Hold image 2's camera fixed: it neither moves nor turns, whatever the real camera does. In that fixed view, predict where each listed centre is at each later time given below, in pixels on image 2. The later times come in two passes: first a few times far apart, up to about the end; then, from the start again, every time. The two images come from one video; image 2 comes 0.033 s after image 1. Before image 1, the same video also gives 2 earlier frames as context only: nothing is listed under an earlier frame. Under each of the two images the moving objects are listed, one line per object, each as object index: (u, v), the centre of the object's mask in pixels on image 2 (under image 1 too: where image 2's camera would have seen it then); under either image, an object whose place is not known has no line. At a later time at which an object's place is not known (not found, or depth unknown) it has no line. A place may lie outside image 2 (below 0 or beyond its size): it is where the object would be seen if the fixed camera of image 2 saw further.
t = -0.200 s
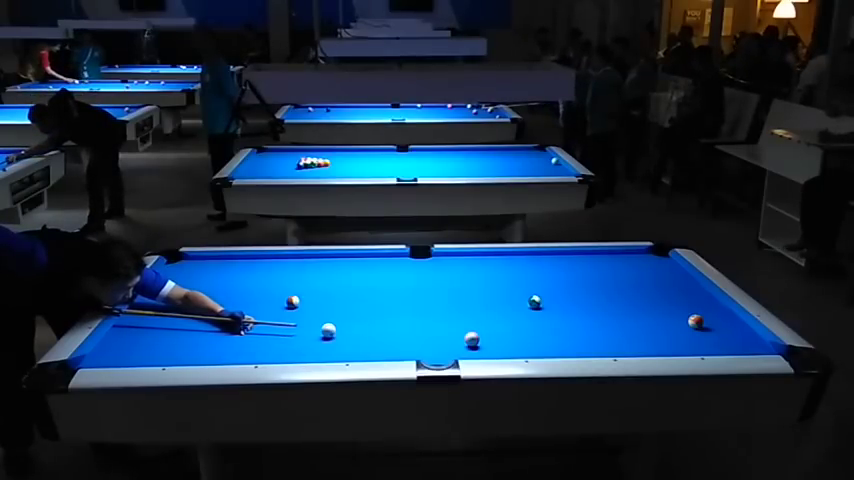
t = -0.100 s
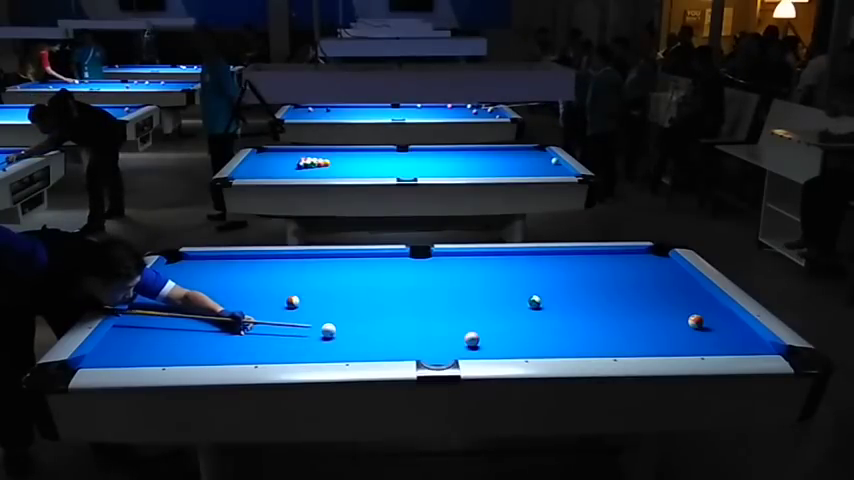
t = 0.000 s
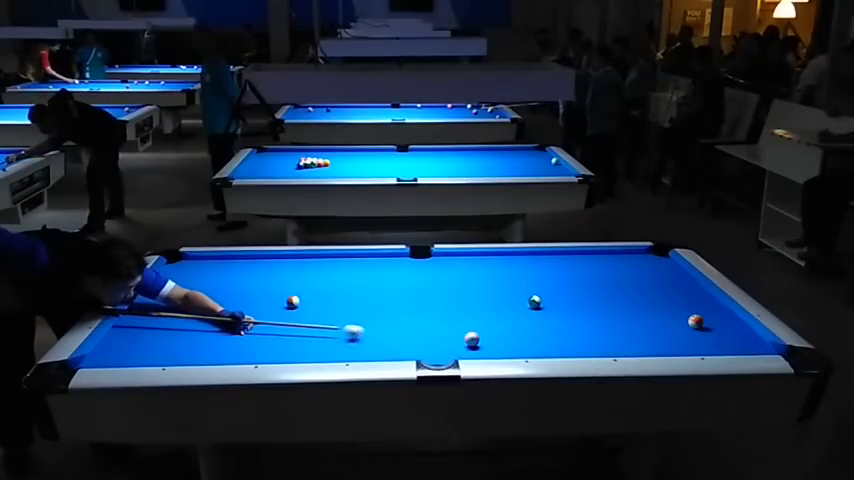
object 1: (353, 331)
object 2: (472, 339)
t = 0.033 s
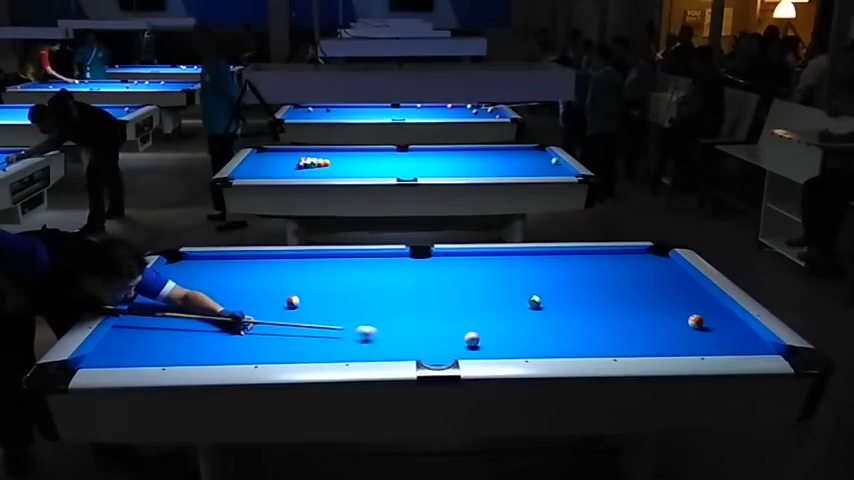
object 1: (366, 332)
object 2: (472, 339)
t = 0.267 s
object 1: (451, 337)
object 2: (472, 339)
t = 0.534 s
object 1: (476, 343)
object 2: (549, 341)
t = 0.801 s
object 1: (502, 347)
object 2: (614, 343)
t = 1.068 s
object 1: (526, 349)
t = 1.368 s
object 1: (553, 348)
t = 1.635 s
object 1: (574, 347)
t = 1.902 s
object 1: (593, 345)
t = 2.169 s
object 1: (611, 342)
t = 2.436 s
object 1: (627, 340)
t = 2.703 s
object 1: (641, 338)
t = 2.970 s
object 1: (653, 336)
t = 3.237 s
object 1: (664, 335)
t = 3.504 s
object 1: (674, 334)
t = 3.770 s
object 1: (682, 332)
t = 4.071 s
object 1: (689, 332)
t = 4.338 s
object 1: (695, 331)
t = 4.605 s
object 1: (699, 330)
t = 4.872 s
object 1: (701, 330)
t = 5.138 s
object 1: (702, 329)
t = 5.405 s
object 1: (702, 330)
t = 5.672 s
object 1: (701, 329)
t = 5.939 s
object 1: (701, 329)
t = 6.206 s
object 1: (701, 329)
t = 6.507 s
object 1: (701, 329)
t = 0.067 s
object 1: (378, 333)
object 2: (472, 339)
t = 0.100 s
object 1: (389, 333)
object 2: (472, 339)
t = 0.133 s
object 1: (402, 334)
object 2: (472, 339)
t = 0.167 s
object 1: (414, 335)
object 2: (472, 339)
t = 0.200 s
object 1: (427, 336)
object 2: (472, 339)
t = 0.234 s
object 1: (439, 337)
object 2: (472, 339)
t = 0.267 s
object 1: (451, 337)
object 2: (472, 339)
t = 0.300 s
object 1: (457, 339)
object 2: (478, 339)
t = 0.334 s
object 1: (458, 340)
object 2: (489, 339)
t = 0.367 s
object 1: (460, 340)
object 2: (500, 339)
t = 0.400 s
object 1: (463, 341)
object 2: (510, 340)
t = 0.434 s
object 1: (466, 341)
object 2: (521, 340)
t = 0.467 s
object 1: (470, 342)
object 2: (530, 340)
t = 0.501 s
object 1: (473, 342)
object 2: (539, 341)
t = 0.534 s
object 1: (476, 343)
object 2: (549, 341)
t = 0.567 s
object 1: (479, 344)
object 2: (557, 341)
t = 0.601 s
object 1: (483, 344)
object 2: (565, 342)
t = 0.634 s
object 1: (486, 345)
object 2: (573, 342)
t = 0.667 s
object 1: (489, 345)
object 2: (582, 342)
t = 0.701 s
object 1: (492, 345)
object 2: (590, 342)
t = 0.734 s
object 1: (495, 346)
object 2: (598, 343)
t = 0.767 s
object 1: (499, 346)
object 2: (606, 343)
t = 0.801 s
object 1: (502, 347)
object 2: (614, 343)
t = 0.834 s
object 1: (505, 347)
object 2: (623, 343)
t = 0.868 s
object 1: (508, 347)
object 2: (630, 343)
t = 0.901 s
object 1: (511, 347)
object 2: (639, 343)
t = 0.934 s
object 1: (514, 348)
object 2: (647, 343)
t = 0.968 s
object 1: (518, 348)
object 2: (655, 344)
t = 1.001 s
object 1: (521, 348)
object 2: (663, 344)
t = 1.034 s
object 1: (524, 349)
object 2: (671, 344)
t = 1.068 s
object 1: (526, 349)
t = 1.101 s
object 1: (530, 349)
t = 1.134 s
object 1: (533, 350)
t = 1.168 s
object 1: (536, 350)
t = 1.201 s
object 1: (539, 350)
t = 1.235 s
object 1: (542, 349)
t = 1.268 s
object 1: (544, 349)
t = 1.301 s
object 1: (547, 349)
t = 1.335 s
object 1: (550, 349)
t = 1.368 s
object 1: (553, 348)
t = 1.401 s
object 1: (556, 348)
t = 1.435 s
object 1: (558, 348)
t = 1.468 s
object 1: (561, 348)
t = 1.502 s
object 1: (564, 347)
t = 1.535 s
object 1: (566, 347)
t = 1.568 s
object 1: (569, 347)
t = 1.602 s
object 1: (572, 347)
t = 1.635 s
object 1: (574, 347)
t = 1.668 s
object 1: (577, 347)
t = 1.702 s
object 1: (579, 346)
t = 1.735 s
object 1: (581, 346)
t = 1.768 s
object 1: (584, 346)
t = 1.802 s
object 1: (587, 345)
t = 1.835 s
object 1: (589, 345)
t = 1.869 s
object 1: (591, 345)
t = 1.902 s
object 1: (593, 345)
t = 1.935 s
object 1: (596, 345)
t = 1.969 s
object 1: (598, 344)
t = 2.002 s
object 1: (600, 344)
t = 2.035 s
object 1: (602, 344)
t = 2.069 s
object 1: (604, 343)
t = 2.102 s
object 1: (607, 343)
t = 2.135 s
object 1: (609, 343)
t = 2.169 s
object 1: (611, 342)
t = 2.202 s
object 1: (613, 342)
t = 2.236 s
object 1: (615, 342)
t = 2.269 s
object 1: (617, 341)
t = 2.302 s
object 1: (619, 341)
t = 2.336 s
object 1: (621, 341)
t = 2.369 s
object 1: (623, 340)
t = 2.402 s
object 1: (625, 340)
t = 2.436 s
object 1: (627, 340)
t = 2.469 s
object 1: (629, 339)
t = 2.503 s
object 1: (630, 339)
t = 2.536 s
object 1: (632, 339)
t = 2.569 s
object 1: (634, 339)
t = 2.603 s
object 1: (635, 338)
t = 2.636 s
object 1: (637, 338)
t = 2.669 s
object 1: (639, 338)
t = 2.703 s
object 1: (641, 338)
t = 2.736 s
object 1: (642, 338)
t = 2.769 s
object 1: (644, 337)
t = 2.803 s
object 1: (645, 337)
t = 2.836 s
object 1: (647, 337)
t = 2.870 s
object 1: (648, 337)
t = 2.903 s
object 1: (650, 337)
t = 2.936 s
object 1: (651, 336)
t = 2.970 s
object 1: (653, 336)
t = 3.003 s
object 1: (654, 336)
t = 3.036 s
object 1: (656, 336)
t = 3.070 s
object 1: (657, 336)
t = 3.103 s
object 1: (659, 335)
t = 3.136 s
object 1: (660, 335)
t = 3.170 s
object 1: (661, 335)
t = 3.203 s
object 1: (663, 335)
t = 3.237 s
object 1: (664, 335)
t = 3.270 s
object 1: (665, 334)
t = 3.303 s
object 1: (666, 334)
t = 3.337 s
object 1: (668, 334)
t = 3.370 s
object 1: (669, 334)
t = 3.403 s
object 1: (670, 334)
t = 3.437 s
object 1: (671, 334)
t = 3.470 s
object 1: (673, 334)
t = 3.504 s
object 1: (674, 334)
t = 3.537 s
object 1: (675, 333)
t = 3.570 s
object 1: (676, 333)
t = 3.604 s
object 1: (677, 333)
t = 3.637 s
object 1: (678, 333)
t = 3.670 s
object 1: (679, 333)
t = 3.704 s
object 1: (680, 332)
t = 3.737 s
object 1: (681, 333)
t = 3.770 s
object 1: (682, 332)
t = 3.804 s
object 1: (682, 332)
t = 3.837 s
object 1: (683, 332)
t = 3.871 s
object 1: (684, 332)
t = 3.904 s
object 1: (685, 332)
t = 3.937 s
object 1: (686, 332)
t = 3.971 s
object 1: (687, 332)
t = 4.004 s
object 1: (687, 332)
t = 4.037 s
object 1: (688, 332)
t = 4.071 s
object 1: (689, 332)
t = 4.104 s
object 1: (690, 331)
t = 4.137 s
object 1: (691, 331)
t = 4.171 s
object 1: (691, 331)
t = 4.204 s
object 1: (692, 331)
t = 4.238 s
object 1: (693, 331)
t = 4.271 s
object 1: (693, 331)
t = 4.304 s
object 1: (694, 331)
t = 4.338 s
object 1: (695, 331)
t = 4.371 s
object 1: (695, 331)
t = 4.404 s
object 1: (696, 331)
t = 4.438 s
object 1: (697, 331)
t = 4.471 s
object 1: (697, 330)
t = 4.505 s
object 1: (698, 330)
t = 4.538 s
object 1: (698, 330)
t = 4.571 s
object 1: (698, 330)
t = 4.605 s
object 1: (699, 330)
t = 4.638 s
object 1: (699, 330)
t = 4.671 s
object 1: (699, 330)
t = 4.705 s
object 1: (700, 330)
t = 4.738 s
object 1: (700, 330)
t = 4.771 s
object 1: (700, 330)
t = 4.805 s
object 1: (701, 330)
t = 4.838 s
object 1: (701, 330)
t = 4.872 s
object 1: (701, 330)
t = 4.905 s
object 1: (701, 330)
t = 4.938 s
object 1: (702, 330)
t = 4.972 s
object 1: (702, 330)
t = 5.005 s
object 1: (702, 330)
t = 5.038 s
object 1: (702, 329)
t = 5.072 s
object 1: (702, 329)
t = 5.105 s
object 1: (702, 329)
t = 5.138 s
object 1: (702, 329)
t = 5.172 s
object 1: (702, 330)
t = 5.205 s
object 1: (702, 330)
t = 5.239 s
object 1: (702, 329)
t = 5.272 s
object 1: (702, 329)
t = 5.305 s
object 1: (702, 329)
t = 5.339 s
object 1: (702, 329)
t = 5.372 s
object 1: (702, 330)
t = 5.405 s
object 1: (702, 330)
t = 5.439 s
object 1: (702, 329)
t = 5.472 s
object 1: (702, 329)
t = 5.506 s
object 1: (701, 329)
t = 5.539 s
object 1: (701, 330)
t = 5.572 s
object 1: (701, 329)
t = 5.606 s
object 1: (701, 329)
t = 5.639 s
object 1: (701, 329)
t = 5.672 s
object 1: (701, 329)
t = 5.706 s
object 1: (701, 329)
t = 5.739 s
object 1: (701, 329)
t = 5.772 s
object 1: (701, 329)
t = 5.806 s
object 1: (701, 329)
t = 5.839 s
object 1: (701, 329)
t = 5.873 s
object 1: (701, 329)
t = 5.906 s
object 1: (701, 329)
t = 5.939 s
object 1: (701, 329)
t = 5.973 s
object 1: (701, 329)
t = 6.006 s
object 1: (701, 329)
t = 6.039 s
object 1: (701, 329)
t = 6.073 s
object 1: (701, 329)
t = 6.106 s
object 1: (701, 329)
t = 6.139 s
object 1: (701, 329)
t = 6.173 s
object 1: (701, 329)
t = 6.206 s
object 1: (701, 329)
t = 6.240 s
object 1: (701, 329)
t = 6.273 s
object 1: (701, 329)
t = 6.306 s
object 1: (701, 329)
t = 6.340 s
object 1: (701, 329)
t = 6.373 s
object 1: (701, 329)
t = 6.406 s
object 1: (701, 329)
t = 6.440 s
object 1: (701, 329)
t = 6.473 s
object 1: (701, 329)
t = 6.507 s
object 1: (701, 329)
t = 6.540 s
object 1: (701, 329)
